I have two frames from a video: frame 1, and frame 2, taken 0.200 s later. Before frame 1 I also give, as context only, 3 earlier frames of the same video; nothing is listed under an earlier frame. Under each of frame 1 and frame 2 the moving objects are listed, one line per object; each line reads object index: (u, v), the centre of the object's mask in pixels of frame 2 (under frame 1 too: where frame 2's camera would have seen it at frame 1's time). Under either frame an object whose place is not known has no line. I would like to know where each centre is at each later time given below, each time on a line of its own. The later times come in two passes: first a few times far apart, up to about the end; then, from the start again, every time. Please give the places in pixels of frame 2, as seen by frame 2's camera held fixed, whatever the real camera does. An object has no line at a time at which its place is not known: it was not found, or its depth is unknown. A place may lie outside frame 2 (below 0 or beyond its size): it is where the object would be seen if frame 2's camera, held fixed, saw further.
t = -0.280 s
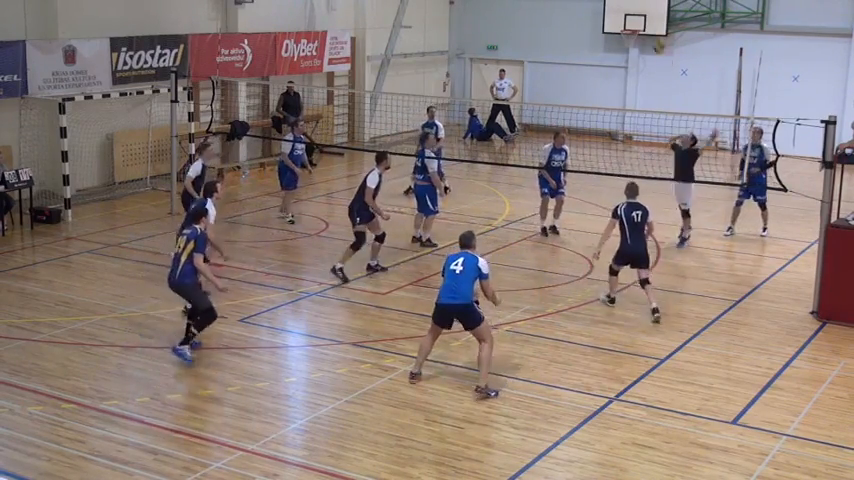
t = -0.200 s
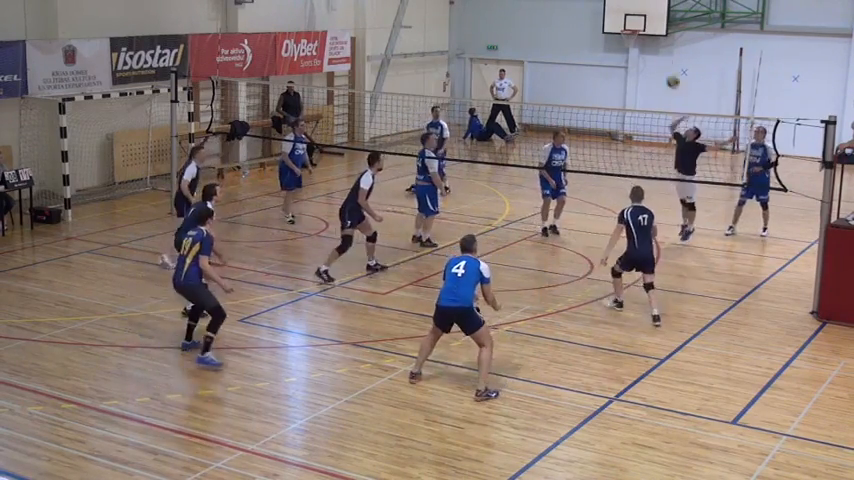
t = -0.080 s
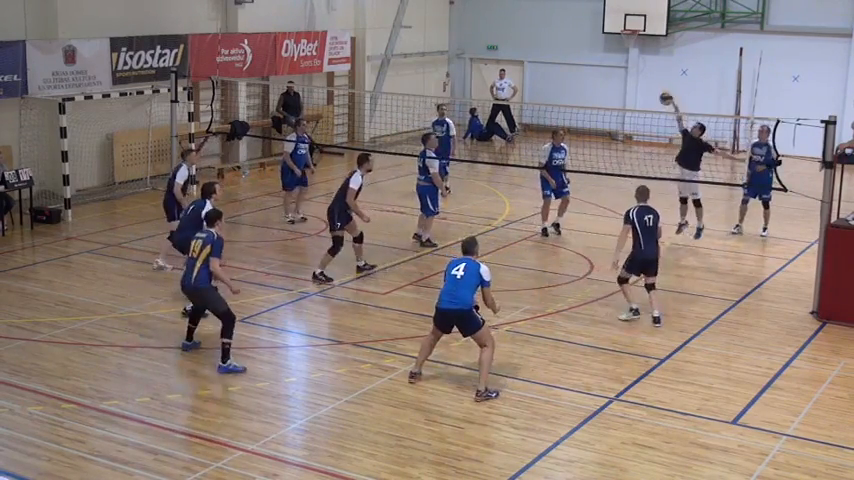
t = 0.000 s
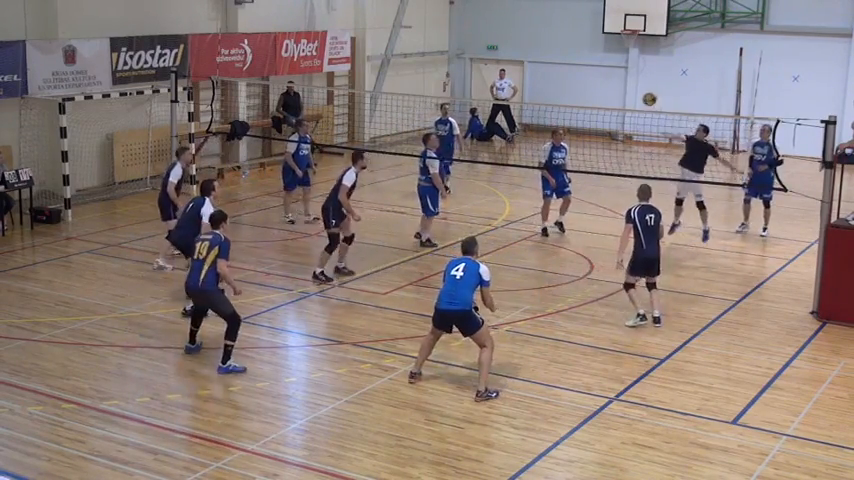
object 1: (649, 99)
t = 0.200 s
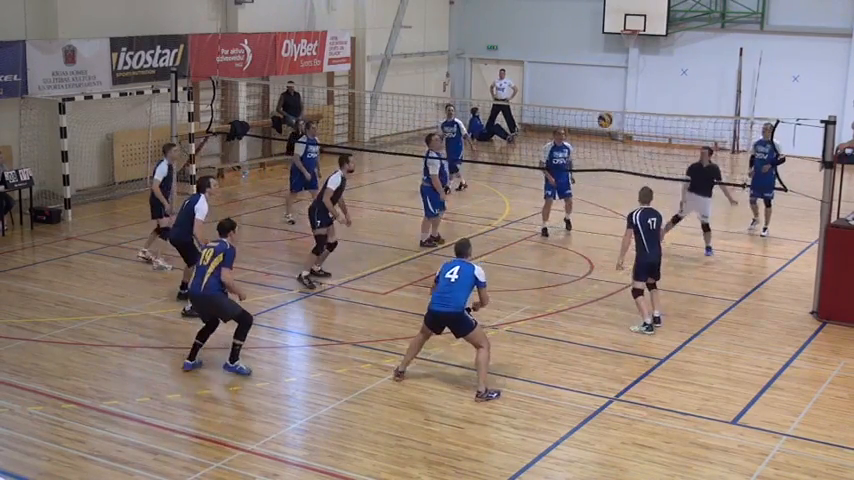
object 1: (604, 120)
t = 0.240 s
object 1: (601, 125)
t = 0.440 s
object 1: (598, 160)
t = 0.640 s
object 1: (597, 210)
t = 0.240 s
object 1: (601, 125)
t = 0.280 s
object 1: (601, 129)
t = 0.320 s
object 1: (601, 135)
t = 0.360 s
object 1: (599, 142)
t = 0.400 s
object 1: (599, 151)
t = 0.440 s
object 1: (598, 160)
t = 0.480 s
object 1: (598, 167)
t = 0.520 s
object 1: (598, 179)
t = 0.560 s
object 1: (598, 188)
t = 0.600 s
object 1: (597, 198)
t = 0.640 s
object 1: (597, 210)
